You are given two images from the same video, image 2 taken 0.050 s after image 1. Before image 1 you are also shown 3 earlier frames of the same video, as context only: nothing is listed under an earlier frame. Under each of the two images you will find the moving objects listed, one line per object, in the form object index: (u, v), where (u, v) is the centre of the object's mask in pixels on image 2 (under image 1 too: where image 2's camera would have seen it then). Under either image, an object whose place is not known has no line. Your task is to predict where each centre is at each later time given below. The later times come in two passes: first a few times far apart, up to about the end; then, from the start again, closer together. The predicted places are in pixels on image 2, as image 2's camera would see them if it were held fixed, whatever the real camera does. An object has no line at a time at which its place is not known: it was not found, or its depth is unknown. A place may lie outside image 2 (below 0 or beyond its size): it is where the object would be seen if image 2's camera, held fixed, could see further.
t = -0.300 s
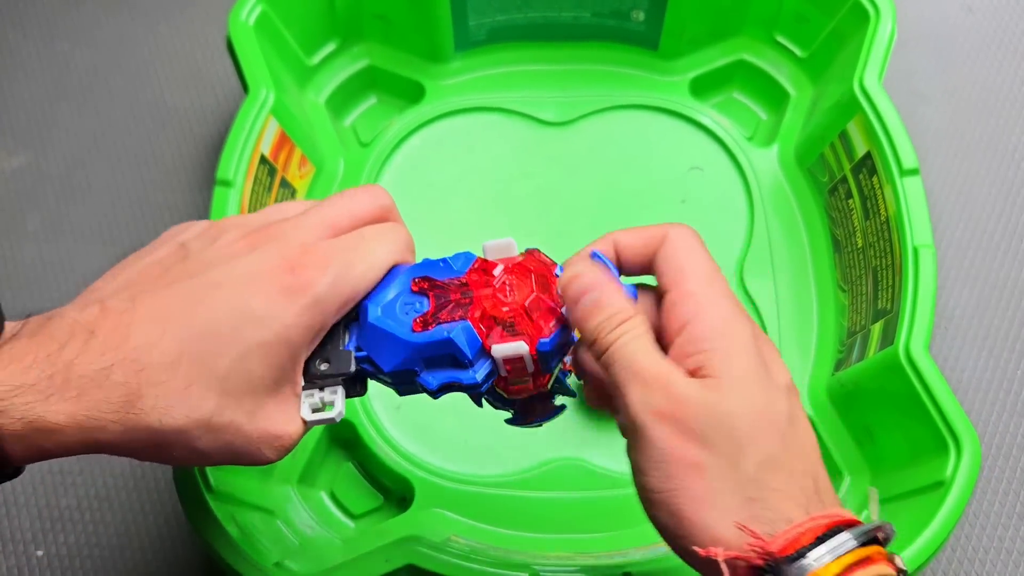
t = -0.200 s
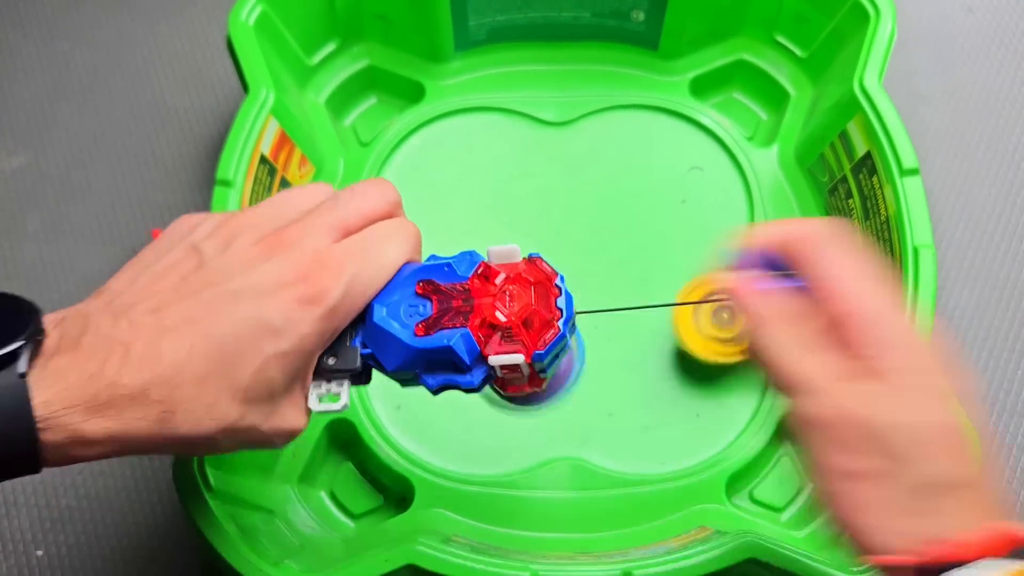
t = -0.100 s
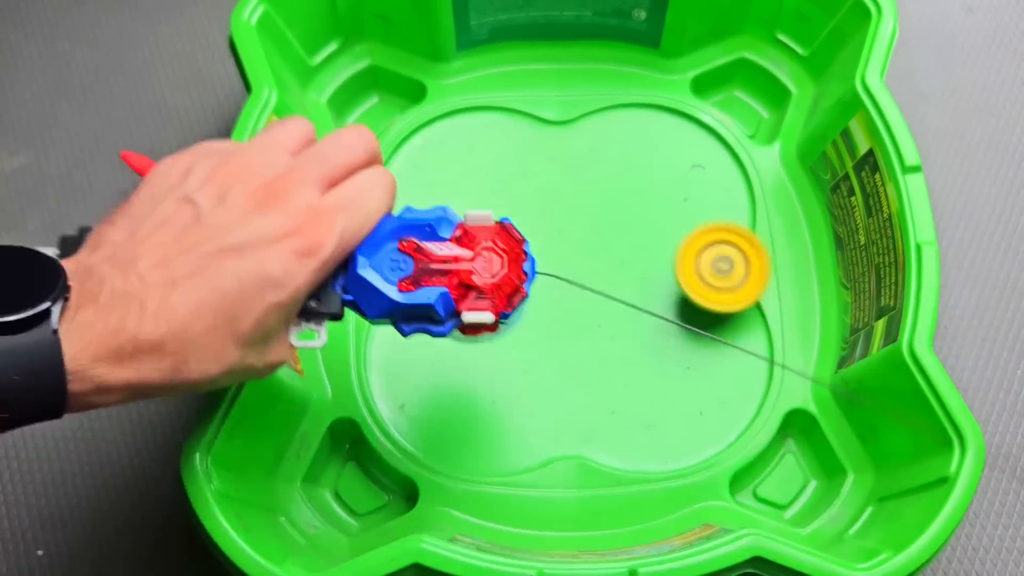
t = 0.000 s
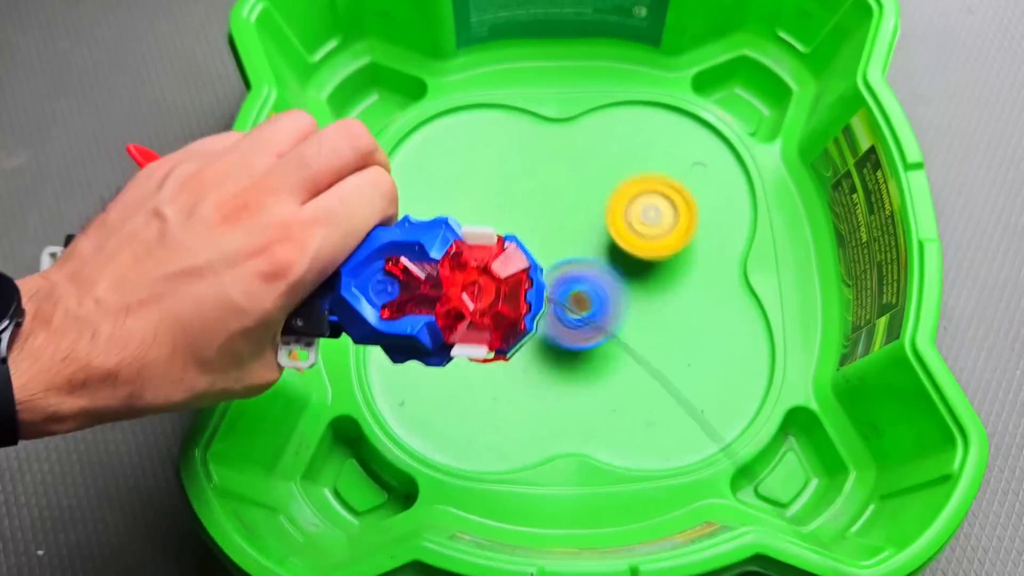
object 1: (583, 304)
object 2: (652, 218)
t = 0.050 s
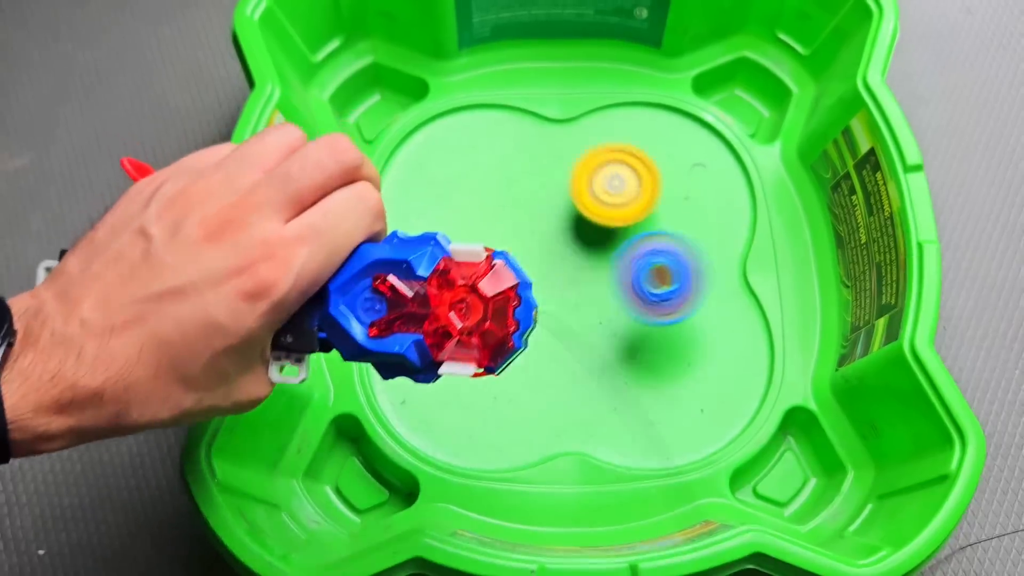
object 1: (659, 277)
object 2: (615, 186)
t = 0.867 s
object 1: (632, 295)
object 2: (757, 311)
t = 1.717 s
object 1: (754, 351)
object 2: (599, 296)
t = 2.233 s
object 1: (488, 289)
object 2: (390, 240)
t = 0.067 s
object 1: (688, 273)
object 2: (603, 179)
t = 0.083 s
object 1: (713, 270)
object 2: (590, 167)
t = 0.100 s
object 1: (738, 268)
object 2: (577, 157)
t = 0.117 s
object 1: (762, 268)
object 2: (564, 148)
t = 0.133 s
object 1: (783, 269)
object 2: (550, 143)
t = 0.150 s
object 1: (807, 261)
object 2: (537, 137)
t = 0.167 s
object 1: (805, 252)
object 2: (521, 133)
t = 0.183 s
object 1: (798, 244)
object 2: (505, 131)
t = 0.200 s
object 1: (792, 239)
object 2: (491, 132)
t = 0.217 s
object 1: (785, 236)
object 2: (478, 134)
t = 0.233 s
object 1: (777, 234)
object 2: (466, 136)
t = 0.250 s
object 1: (768, 236)
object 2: (454, 140)
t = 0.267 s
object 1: (761, 236)
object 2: (442, 147)
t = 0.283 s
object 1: (755, 229)
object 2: (433, 154)
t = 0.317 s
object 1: (739, 221)
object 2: (415, 175)
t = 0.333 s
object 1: (729, 220)
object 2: (406, 189)
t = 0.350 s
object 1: (719, 221)
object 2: (398, 201)
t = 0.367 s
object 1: (709, 222)
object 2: (391, 215)
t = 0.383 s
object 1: (702, 216)
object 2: (386, 228)
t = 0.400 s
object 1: (694, 212)
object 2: (391, 238)
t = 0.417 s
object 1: (685, 210)
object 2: (398, 250)
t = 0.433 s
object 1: (675, 210)
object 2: (406, 264)
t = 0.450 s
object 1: (666, 210)
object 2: (413, 280)
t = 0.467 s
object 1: (658, 207)
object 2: (422, 295)
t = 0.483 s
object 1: (650, 206)
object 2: (430, 309)
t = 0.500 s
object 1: (642, 206)
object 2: (439, 325)
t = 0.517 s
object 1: (634, 207)
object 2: (450, 339)
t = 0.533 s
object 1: (628, 206)
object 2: (462, 352)
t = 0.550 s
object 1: (622, 207)
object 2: (475, 366)
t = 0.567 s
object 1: (616, 209)
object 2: (490, 378)
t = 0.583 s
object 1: (612, 210)
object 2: (506, 389)
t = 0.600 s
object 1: (607, 212)
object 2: (524, 398)
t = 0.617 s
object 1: (604, 215)
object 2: (543, 406)
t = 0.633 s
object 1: (601, 218)
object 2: (562, 413)
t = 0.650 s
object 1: (599, 222)
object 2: (583, 416)
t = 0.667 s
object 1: (597, 226)
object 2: (603, 419)
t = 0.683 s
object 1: (596, 231)
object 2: (624, 420)
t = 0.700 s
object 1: (595, 237)
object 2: (645, 419)
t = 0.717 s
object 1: (596, 243)
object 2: (665, 416)
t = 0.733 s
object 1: (597, 250)
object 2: (685, 412)
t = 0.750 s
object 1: (599, 256)
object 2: (705, 405)
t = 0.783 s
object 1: (605, 269)
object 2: (739, 388)
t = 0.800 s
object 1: (609, 275)
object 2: (756, 377)
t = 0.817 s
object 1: (614, 280)
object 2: (768, 362)
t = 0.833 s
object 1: (619, 285)
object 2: (766, 344)
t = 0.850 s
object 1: (625, 290)
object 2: (762, 327)
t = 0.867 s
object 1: (632, 295)
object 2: (757, 311)
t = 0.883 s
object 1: (639, 298)
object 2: (753, 292)
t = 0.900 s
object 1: (646, 301)
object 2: (743, 275)
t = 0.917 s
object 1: (641, 305)
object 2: (741, 258)
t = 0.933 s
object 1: (628, 311)
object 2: (738, 239)
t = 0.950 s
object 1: (617, 315)
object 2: (730, 220)
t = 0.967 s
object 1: (607, 320)
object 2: (725, 200)
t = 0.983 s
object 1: (597, 324)
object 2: (720, 182)
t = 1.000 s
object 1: (589, 328)
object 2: (714, 164)
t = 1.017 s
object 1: (582, 331)
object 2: (710, 146)
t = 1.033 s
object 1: (576, 335)
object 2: (704, 129)
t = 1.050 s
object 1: (570, 339)
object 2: (697, 113)
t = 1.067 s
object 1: (565, 344)
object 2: (684, 108)
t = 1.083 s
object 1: (561, 347)
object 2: (666, 108)
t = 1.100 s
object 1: (559, 351)
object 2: (651, 106)
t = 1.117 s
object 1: (557, 355)
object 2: (635, 104)
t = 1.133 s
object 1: (556, 358)
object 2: (619, 103)
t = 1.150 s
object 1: (556, 362)
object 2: (604, 104)
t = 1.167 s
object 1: (557, 366)
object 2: (591, 111)
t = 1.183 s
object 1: (558, 370)
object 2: (578, 120)
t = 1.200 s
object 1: (560, 373)
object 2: (564, 129)
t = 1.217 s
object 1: (562, 378)
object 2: (550, 139)
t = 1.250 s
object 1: (569, 385)
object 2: (524, 157)
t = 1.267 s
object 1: (574, 389)
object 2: (513, 168)
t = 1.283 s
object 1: (579, 393)
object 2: (502, 179)
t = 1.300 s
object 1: (584, 396)
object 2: (493, 190)
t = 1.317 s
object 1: (589, 400)
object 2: (485, 203)
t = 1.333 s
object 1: (595, 403)
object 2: (480, 216)
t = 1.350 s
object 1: (601, 405)
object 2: (476, 231)
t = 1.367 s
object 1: (606, 408)
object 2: (474, 245)
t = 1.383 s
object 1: (612, 410)
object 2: (474, 260)
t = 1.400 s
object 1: (618, 412)
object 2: (477, 274)
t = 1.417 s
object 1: (623, 413)
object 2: (482, 290)
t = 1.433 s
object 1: (628, 414)
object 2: (488, 304)
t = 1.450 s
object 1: (633, 414)
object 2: (497, 318)
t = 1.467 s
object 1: (637, 413)
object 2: (506, 331)
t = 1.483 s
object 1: (640, 412)
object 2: (517, 343)
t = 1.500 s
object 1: (643, 411)
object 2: (531, 354)
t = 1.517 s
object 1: (646, 409)
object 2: (546, 364)
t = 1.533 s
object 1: (656, 411)
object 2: (555, 368)
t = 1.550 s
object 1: (675, 418)
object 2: (554, 365)
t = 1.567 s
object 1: (697, 424)
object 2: (555, 363)
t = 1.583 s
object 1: (715, 429)
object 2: (556, 359)
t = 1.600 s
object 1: (730, 429)
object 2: (558, 353)
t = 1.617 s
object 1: (737, 415)
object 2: (562, 347)
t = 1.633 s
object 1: (741, 404)
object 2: (567, 341)
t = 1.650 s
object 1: (744, 392)
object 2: (574, 334)
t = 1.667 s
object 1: (746, 383)
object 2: (580, 325)
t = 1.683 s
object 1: (750, 371)
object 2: (587, 316)
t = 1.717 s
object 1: (754, 351)
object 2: (599, 296)
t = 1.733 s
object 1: (755, 341)
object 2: (604, 283)
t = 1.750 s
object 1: (755, 333)
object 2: (608, 270)
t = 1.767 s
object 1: (754, 325)
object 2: (610, 256)
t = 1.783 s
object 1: (753, 317)
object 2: (611, 243)
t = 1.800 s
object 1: (751, 310)
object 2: (610, 230)
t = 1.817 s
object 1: (747, 302)
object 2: (608, 217)
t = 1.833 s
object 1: (742, 296)
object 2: (604, 204)
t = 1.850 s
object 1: (736, 289)
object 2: (598, 193)
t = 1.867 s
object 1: (730, 283)
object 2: (592, 182)
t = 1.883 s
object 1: (723, 277)
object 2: (584, 172)
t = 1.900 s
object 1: (715, 271)
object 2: (575, 164)
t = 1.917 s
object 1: (706, 265)
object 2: (565, 157)
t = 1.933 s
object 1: (697, 260)
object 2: (554, 151)
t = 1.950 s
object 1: (687, 254)
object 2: (542, 147)
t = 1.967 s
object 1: (676, 249)
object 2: (530, 144)
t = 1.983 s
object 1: (665, 244)
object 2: (516, 141)
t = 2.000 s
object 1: (652, 241)
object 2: (503, 141)
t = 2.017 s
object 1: (639, 237)
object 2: (489, 140)
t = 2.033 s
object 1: (626, 234)
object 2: (475, 142)
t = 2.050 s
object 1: (612, 232)
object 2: (462, 146)
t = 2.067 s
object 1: (597, 230)
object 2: (449, 151)
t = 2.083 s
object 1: (583, 231)
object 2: (436, 157)
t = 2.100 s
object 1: (567, 231)
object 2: (425, 164)
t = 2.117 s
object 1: (553, 234)
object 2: (414, 172)
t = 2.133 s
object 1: (539, 237)
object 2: (403, 181)
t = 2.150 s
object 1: (525, 242)
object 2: (395, 191)
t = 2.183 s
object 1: (501, 254)
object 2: (385, 214)
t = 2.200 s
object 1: (491, 260)
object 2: (389, 223)
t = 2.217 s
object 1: (482, 267)
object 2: (396, 235)
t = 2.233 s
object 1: (488, 289)
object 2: (390, 240)
